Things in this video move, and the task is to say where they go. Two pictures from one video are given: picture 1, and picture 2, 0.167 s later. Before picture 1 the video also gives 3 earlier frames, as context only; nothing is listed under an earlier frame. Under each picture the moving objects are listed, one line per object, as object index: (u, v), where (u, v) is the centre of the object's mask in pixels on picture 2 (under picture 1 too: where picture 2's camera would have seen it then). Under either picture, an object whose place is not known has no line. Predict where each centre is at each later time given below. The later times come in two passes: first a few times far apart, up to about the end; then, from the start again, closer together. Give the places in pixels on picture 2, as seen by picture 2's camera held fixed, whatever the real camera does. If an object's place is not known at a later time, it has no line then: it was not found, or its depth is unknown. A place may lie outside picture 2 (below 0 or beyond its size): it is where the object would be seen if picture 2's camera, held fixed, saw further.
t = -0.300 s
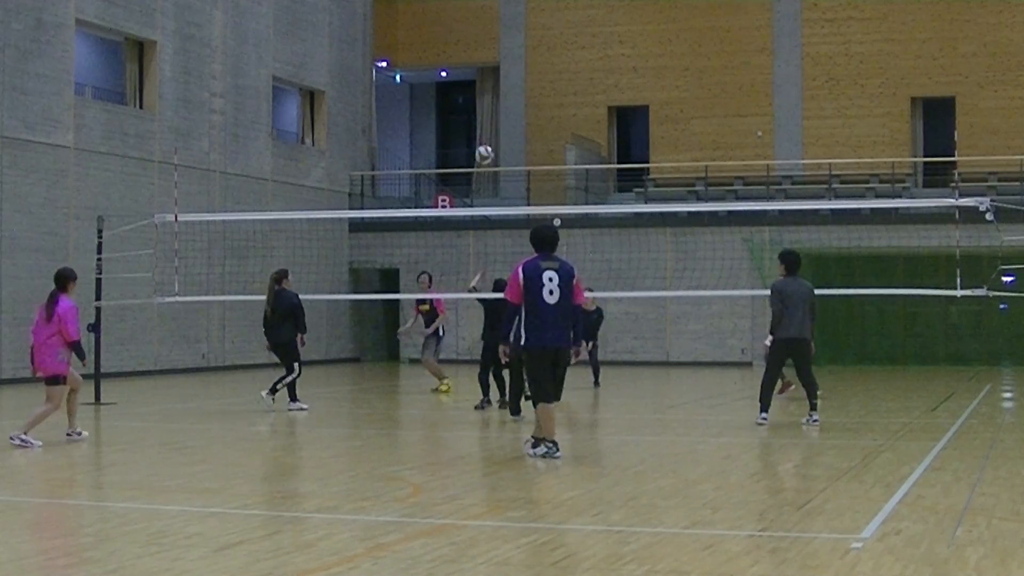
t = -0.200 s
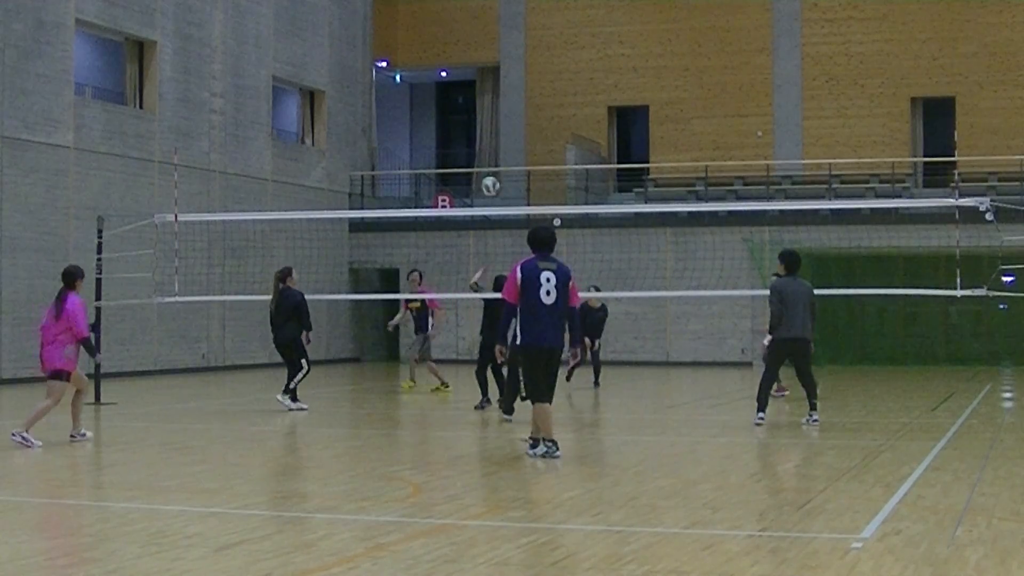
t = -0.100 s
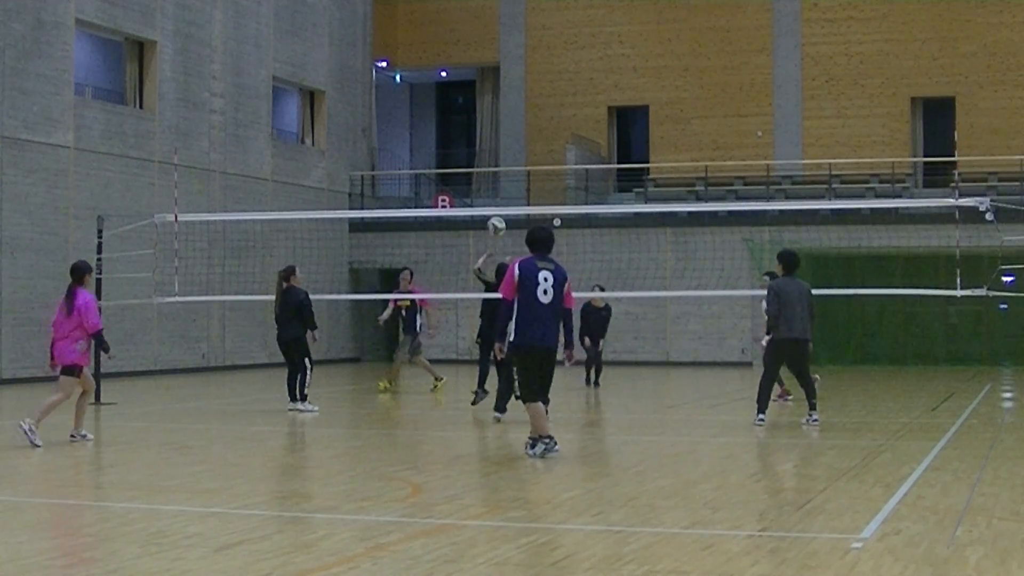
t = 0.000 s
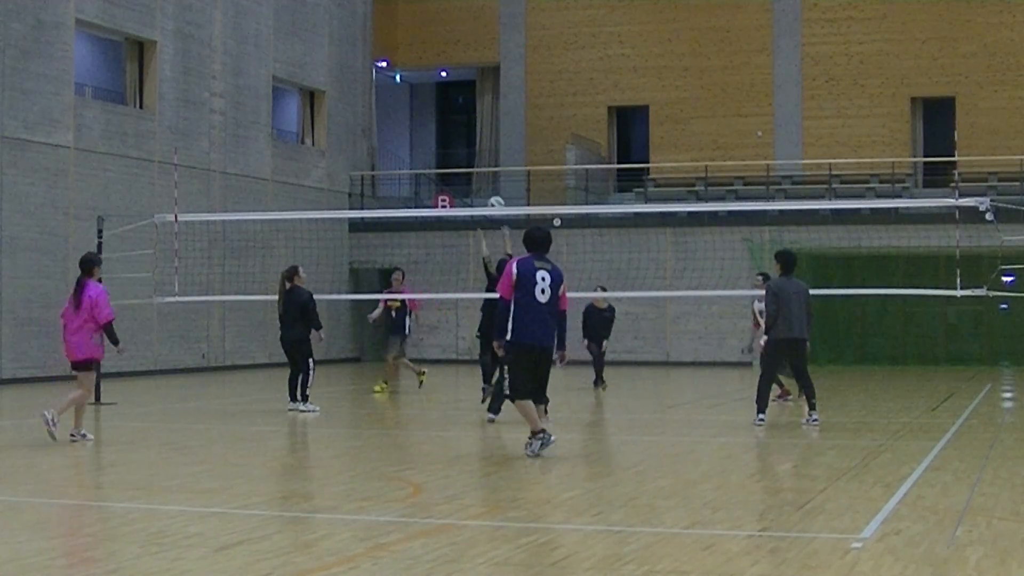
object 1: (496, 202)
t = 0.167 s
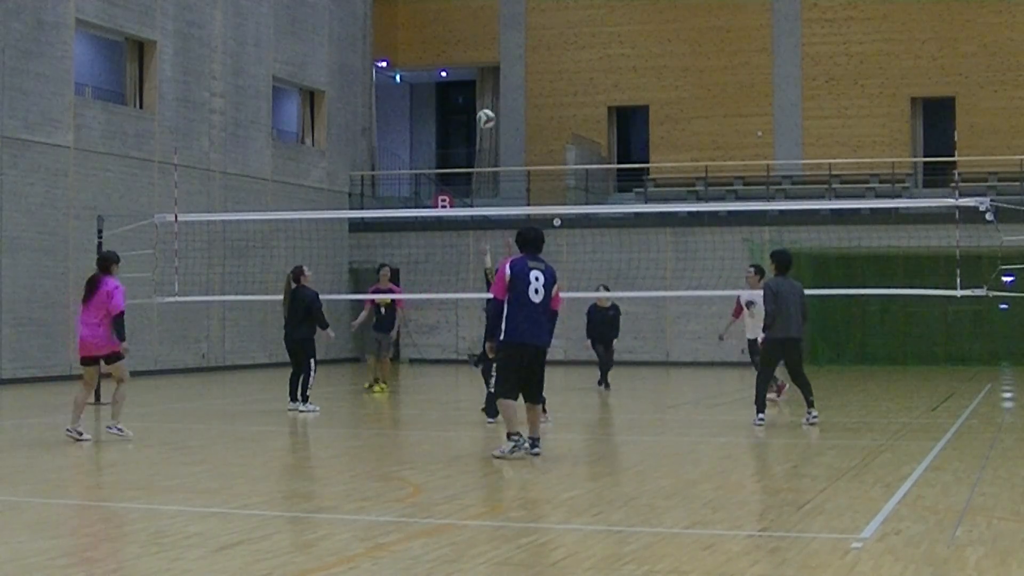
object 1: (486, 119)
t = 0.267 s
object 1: (480, 79)
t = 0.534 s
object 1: (467, 16)
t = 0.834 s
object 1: (452, 16)
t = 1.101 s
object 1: (439, 80)
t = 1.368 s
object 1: (426, 199)
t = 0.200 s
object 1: (484, 104)
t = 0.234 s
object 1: (482, 91)
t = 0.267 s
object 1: (480, 79)
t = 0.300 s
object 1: (479, 67)
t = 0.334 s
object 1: (477, 57)
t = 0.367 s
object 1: (475, 48)
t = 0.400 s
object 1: (472, 40)
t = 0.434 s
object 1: (472, 32)
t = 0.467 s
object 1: (470, 26)
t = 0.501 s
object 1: (469, 20)
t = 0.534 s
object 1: (467, 16)
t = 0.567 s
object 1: (465, 12)
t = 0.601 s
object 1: (463, 9)
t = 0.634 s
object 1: (462, 8)
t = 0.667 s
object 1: (460, 7)
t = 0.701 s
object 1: (458, 7)
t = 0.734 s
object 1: (457, 8)
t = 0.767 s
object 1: (455, 10)
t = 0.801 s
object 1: (453, 13)
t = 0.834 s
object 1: (452, 16)
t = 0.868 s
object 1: (450, 21)
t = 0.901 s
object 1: (448, 27)
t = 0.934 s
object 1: (446, 33)
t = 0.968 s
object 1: (445, 41)
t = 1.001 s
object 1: (444, 49)
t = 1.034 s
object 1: (442, 59)
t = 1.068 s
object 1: (440, 69)
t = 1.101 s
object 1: (439, 80)
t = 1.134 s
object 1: (436, 92)
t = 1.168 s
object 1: (435, 105)
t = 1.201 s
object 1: (433, 119)
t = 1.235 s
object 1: (432, 133)
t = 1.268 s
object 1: (431, 149)
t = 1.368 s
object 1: (426, 199)
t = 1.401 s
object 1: (425, 222)
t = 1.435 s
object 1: (422, 238)
